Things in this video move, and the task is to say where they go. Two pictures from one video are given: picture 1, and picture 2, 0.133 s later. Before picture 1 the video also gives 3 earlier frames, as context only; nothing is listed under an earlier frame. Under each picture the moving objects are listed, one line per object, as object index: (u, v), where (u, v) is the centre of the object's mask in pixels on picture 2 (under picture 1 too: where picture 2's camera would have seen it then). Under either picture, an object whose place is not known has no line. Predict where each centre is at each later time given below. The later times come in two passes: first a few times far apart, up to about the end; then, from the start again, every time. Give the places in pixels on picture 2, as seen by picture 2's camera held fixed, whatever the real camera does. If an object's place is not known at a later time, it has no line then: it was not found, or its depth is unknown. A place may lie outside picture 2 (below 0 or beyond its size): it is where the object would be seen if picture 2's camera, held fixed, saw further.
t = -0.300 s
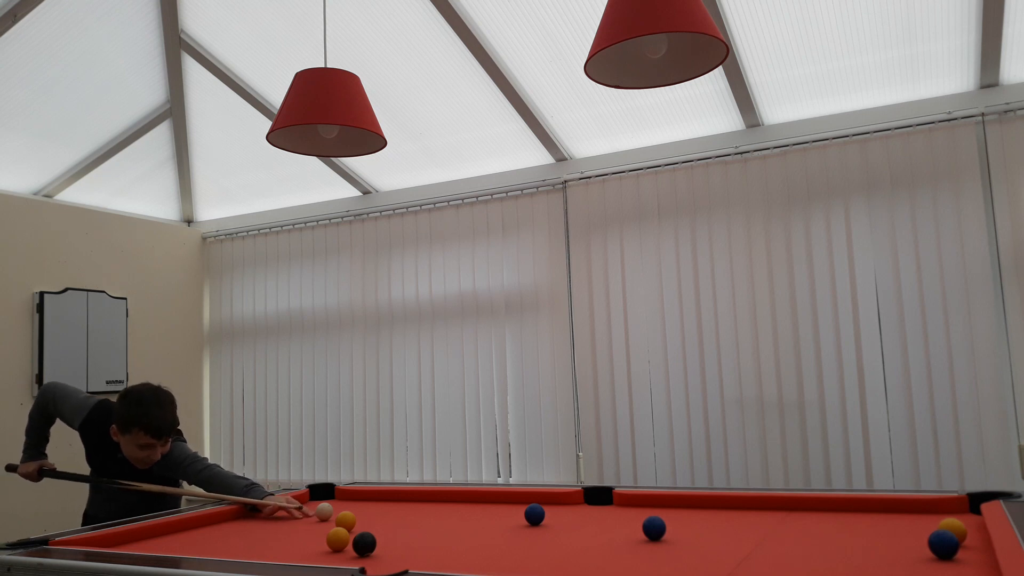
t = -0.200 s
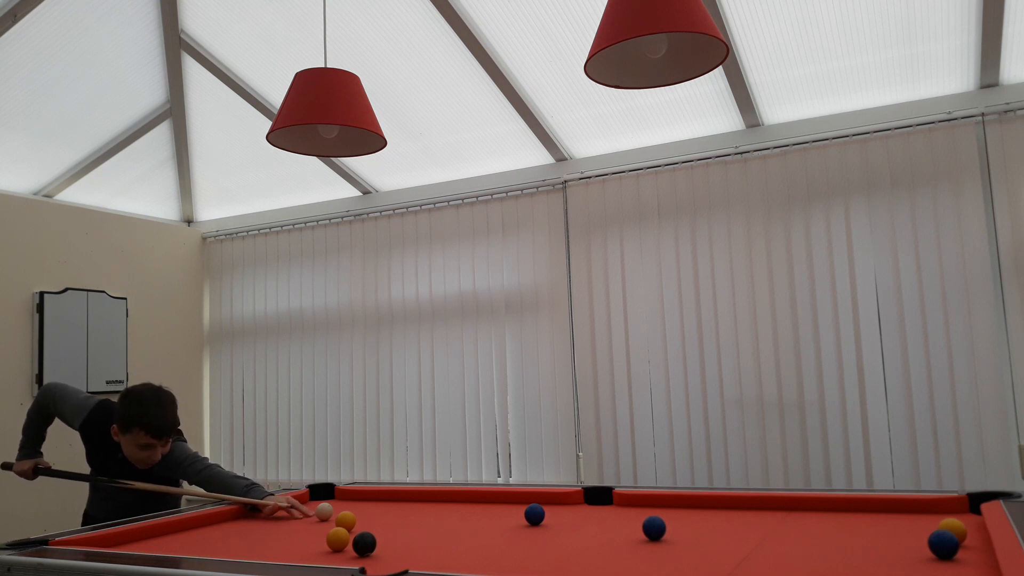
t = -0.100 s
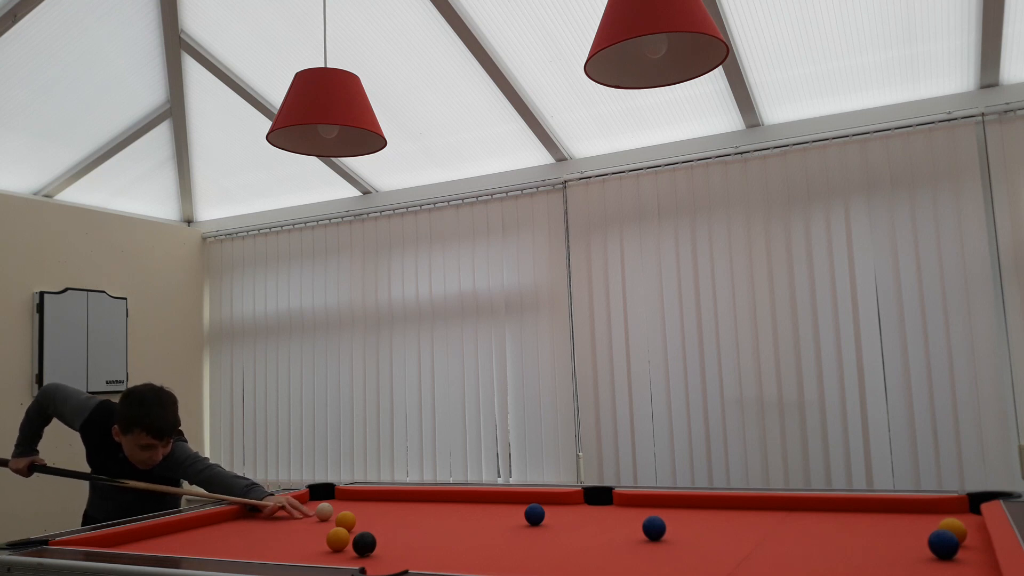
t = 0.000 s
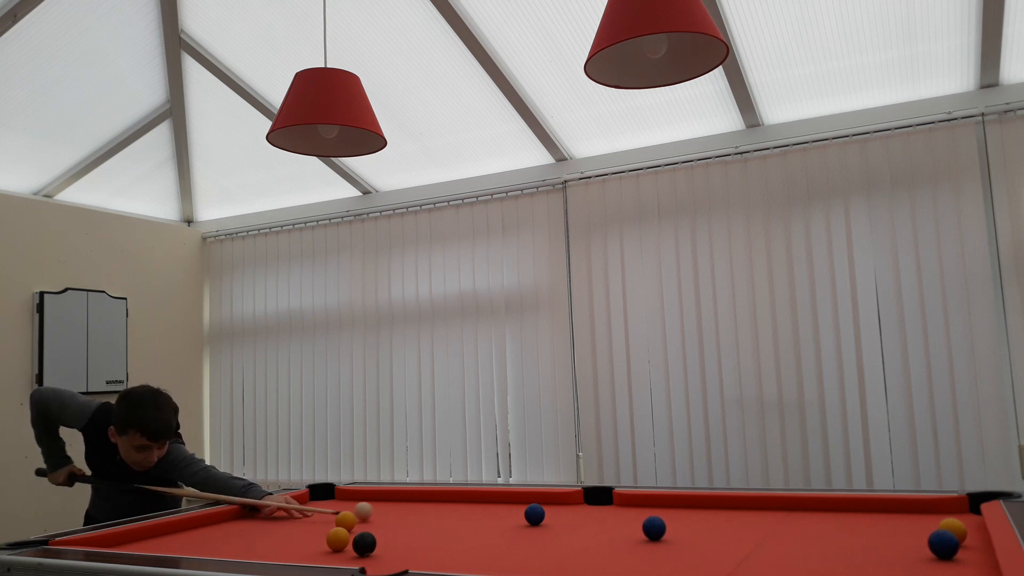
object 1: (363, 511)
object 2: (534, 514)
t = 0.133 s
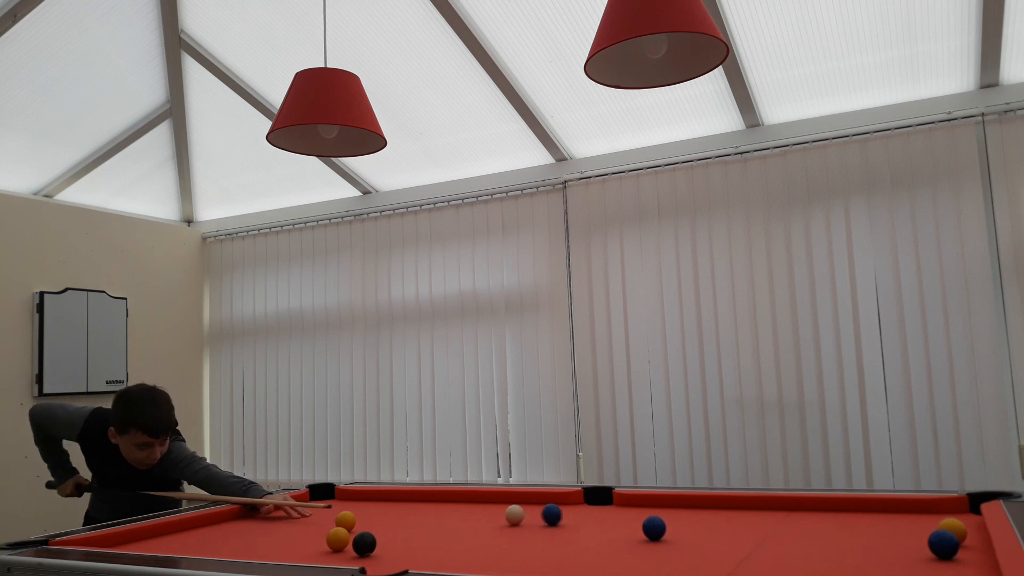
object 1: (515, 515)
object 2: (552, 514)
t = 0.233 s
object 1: (510, 517)
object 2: (670, 515)
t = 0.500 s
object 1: (499, 521)
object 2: (971, 516)
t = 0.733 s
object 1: (491, 525)
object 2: (793, 508)
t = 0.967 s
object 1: (483, 528)
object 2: (668, 501)
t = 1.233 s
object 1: (474, 531)
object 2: (548, 497)
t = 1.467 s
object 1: (466, 534)
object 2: (456, 496)
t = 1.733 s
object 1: (458, 536)
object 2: (363, 495)
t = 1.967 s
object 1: (452, 538)
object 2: (331, 493)
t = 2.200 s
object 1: (447, 539)
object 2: (316, 495)
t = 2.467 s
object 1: (443, 540)
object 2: (317, 496)
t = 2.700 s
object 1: (441, 541)
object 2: (320, 496)
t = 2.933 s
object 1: (441, 541)
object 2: (324, 496)
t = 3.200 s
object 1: (441, 541)
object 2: (326, 497)
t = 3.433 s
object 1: (441, 541)
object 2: (327, 497)
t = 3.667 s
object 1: (441, 541)
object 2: (328, 497)
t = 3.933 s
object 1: (441, 540)
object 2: (328, 497)
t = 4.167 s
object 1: (441, 541)
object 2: (328, 497)
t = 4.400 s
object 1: (441, 540)
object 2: (328, 497)
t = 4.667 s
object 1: (441, 541)
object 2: (328, 497)
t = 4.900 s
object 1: (441, 540)
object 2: (328, 497)
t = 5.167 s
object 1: (441, 540)
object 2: (328, 497)
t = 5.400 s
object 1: (441, 540)
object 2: (328, 497)
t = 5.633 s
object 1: (441, 541)
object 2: (328, 497)
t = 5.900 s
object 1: (441, 541)
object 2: (328, 497)
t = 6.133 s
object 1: (441, 541)
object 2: (328, 497)
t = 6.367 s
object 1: (441, 541)
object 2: (328, 497)
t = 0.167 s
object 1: (512, 515)
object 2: (591, 515)
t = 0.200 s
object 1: (511, 516)
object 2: (630, 515)
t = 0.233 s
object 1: (510, 517)
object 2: (670, 515)
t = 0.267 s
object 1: (508, 517)
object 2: (708, 515)
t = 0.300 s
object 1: (507, 518)
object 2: (747, 515)
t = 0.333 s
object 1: (506, 518)
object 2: (785, 516)
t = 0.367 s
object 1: (504, 519)
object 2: (824, 516)
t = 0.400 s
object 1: (503, 519)
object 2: (861, 516)
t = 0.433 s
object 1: (502, 520)
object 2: (899, 516)
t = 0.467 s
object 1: (500, 520)
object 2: (934, 515)
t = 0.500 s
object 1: (499, 521)
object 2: (971, 516)
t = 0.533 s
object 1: (498, 521)
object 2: (940, 512)
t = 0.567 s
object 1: (497, 522)
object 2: (911, 513)
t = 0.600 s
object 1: (496, 523)
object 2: (883, 512)
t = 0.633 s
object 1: (494, 523)
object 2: (858, 511)
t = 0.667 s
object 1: (493, 524)
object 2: (835, 510)
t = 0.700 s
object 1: (492, 524)
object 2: (814, 509)
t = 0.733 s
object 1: (491, 525)
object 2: (793, 508)
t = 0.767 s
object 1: (490, 525)
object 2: (774, 506)
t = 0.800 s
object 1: (489, 526)
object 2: (755, 506)
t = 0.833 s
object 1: (488, 526)
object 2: (737, 505)
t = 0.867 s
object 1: (487, 527)
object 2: (719, 504)
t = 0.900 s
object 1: (485, 527)
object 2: (701, 503)
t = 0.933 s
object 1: (484, 528)
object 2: (684, 502)
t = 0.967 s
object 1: (483, 528)
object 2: (668, 501)
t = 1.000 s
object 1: (482, 528)
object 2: (652, 500)
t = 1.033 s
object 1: (481, 529)
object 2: (636, 499)
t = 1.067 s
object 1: (480, 529)
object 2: (621, 498)
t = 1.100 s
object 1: (479, 530)
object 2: (606, 498)
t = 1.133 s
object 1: (478, 530)
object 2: (591, 497)
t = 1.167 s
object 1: (476, 531)
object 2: (576, 497)
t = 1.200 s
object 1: (476, 531)
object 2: (562, 497)
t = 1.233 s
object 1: (474, 531)
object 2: (548, 497)
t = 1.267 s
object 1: (473, 532)
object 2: (534, 497)
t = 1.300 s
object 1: (472, 532)
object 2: (521, 497)
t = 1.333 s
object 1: (471, 533)
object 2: (507, 497)
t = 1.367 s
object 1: (470, 533)
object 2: (494, 496)
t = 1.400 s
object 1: (469, 533)
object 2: (481, 496)
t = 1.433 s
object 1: (468, 534)
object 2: (468, 496)
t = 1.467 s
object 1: (466, 534)
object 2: (456, 496)
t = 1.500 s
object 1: (465, 534)
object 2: (443, 495)
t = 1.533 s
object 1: (464, 535)
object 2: (431, 496)
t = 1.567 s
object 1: (463, 535)
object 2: (420, 495)
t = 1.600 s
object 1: (462, 535)
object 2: (408, 495)
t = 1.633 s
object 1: (461, 536)
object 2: (396, 495)
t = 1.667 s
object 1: (460, 536)
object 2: (385, 495)
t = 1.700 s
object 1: (459, 536)
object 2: (374, 495)
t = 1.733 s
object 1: (458, 536)
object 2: (363, 495)
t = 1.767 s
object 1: (457, 536)
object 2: (352, 495)
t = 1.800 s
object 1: (456, 537)
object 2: (341, 494)
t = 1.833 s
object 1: (455, 537)
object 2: (331, 494)
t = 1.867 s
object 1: (454, 538)
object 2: (321, 494)
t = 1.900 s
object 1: (453, 537)
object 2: (317, 493)
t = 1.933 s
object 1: (452, 538)
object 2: (324, 493)
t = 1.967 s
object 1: (452, 538)
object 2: (331, 493)
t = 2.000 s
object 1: (451, 538)
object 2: (328, 492)
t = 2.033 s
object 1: (450, 538)
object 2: (326, 493)
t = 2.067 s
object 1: (449, 539)
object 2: (324, 493)
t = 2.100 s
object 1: (448, 539)
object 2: (322, 494)
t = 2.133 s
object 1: (448, 539)
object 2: (319, 494)
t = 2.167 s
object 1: (447, 539)
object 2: (317, 494)
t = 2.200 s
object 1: (447, 539)
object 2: (316, 495)
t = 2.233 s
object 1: (446, 539)
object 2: (313, 495)
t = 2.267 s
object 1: (446, 540)
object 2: (313, 495)
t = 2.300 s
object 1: (445, 540)
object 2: (314, 495)
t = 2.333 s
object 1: (445, 540)
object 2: (315, 495)
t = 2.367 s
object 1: (444, 540)
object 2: (315, 495)
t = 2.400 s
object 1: (444, 540)
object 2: (316, 495)
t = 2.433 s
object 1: (443, 540)
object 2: (316, 495)
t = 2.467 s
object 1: (443, 540)
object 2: (317, 496)
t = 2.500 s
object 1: (442, 540)
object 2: (317, 495)
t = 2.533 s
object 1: (442, 541)
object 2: (318, 496)
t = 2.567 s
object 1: (442, 540)
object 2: (318, 496)
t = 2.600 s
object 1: (442, 541)
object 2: (319, 496)
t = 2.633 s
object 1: (441, 541)
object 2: (319, 496)
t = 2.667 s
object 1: (441, 541)
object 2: (320, 496)
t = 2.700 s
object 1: (441, 541)
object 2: (320, 496)
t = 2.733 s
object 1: (441, 541)
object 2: (321, 496)
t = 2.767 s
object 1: (441, 541)
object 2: (321, 496)
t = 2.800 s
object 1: (441, 541)
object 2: (322, 496)
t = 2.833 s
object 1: (441, 541)
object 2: (322, 496)
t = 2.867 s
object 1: (441, 541)
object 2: (323, 496)
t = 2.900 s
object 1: (441, 541)
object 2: (323, 496)
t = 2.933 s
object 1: (441, 541)
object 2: (324, 496)
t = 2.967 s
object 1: (441, 541)
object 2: (324, 497)
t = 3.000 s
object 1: (441, 541)
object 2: (324, 496)
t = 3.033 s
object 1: (441, 541)
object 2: (325, 496)
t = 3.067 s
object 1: (441, 541)
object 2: (325, 497)
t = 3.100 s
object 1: (441, 541)
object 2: (326, 497)
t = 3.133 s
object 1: (441, 541)
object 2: (326, 496)
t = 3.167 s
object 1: (441, 541)
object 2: (326, 496)
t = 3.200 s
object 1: (441, 541)
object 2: (326, 497)
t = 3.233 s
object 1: (441, 541)
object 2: (327, 496)
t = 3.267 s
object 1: (441, 541)
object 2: (327, 497)
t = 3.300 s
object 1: (441, 541)
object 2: (327, 497)
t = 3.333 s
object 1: (441, 541)
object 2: (327, 497)
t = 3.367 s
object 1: (441, 541)
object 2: (327, 497)
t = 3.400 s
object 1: (441, 541)
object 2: (327, 497)
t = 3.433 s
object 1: (441, 541)
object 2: (327, 497)
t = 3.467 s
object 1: (441, 541)
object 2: (327, 497)
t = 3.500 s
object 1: (441, 541)
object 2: (327, 497)
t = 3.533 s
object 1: (441, 541)
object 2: (327, 497)
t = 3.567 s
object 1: (441, 541)
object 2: (327, 497)
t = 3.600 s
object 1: (441, 541)
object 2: (328, 497)
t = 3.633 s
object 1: (441, 541)
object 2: (328, 497)
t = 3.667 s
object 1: (441, 541)
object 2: (328, 497)
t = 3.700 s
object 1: (441, 541)
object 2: (328, 497)
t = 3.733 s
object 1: (441, 541)
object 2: (328, 497)
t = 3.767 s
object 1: (441, 541)
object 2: (328, 497)
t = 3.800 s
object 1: (441, 541)
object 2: (328, 497)
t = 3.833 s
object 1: (441, 541)
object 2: (328, 497)
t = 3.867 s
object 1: (441, 541)
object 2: (327, 497)
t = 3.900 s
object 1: (441, 541)
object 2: (328, 497)
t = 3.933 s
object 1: (441, 540)
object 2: (328, 497)
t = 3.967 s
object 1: (441, 541)
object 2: (328, 497)
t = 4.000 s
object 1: (441, 541)
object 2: (328, 497)
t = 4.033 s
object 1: (441, 541)
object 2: (328, 497)
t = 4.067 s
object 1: (441, 541)
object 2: (328, 497)
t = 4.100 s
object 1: (441, 541)
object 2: (328, 497)
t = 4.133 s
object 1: (441, 541)
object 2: (328, 497)
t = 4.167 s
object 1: (441, 541)
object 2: (328, 497)
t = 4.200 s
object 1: (441, 541)
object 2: (328, 497)
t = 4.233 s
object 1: (441, 540)
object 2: (328, 497)
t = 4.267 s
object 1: (441, 541)
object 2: (328, 497)
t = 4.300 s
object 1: (441, 541)
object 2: (328, 497)
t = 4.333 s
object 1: (441, 541)
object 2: (328, 497)
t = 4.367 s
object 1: (441, 541)
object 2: (328, 497)
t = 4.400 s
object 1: (441, 540)
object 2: (328, 497)
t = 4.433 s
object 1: (441, 540)
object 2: (328, 497)
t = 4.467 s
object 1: (440, 541)
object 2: (328, 497)
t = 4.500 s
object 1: (441, 540)
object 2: (328, 497)
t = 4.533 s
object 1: (440, 540)
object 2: (328, 497)
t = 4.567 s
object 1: (440, 541)
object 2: (328, 497)
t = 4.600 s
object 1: (440, 541)
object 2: (328, 497)
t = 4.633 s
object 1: (441, 541)
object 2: (328, 497)
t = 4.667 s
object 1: (441, 541)
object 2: (328, 497)
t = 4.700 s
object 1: (441, 540)
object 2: (328, 497)
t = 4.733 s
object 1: (441, 541)
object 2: (328, 497)
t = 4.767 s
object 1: (441, 541)
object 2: (328, 497)
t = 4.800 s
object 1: (440, 541)
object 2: (328, 497)
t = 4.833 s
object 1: (441, 541)
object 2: (328, 497)
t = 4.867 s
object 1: (441, 540)
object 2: (328, 497)
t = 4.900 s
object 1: (441, 540)
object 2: (328, 497)
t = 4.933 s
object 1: (441, 540)
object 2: (328, 497)
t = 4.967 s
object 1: (441, 541)
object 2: (328, 497)
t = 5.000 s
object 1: (440, 541)
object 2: (328, 497)
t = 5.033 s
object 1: (441, 540)
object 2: (328, 497)
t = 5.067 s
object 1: (441, 540)
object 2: (328, 497)
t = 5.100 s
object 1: (441, 540)
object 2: (328, 497)
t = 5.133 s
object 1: (441, 541)
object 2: (328, 497)
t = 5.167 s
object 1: (441, 540)
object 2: (328, 497)
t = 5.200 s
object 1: (441, 540)
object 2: (328, 497)
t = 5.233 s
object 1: (441, 540)
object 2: (328, 497)
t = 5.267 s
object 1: (440, 541)
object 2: (328, 497)
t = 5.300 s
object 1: (441, 541)
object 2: (328, 497)
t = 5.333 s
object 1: (440, 541)
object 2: (328, 497)
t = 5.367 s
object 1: (441, 540)
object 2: (328, 497)
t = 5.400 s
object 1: (441, 540)
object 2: (328, 497)
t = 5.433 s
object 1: (441, 540)
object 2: (328, 497)
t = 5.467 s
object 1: (441, 541)
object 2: (328, 497)
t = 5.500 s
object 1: (441, 541)
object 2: (328, 497)
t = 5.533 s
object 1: (441, 540)
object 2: (328, 497)
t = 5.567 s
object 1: (441, 541)
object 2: (328, 497)
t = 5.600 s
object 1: (441, 541)
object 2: (328, 497)
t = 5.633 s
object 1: (441, 541)
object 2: (328, 497)
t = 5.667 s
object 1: (441, 541)
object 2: (327, 497)
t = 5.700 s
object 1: (441, 540)
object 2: (327, 497)
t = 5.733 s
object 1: (441, 540)
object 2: (328, 497)
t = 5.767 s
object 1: (441, 541)
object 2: (328, 497)
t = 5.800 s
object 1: (440, 541)
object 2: (328, 497)
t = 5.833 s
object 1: (440, 541)
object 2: (328, 497)
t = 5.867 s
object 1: (440, 541)
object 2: (328, 497)
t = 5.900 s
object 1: (441, 541)
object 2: (328, 497)
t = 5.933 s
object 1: (441, 541)
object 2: (328, 497)
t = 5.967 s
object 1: (441, 541)
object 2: (328, 497)
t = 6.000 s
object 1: (440, 541)
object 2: (327, 497)
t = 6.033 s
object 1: (440, 541)
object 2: (328, 497)
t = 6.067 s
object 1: (440, 541)
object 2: (328, 497)
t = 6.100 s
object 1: (441, 541)
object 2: (328, 497)
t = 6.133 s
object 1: (441, 541)
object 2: (328, 497)
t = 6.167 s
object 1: (441, 541)
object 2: (328, 497)
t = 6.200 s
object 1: (441, 540)
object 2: (328, 497)
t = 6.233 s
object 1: (440, 541)
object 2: (328, 497)
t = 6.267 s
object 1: (440, 541)
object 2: (328, 497)
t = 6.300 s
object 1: (440, 541)
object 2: (328, 497)
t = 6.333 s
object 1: (441, 541)
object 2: (328, 497)
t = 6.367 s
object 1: (441, 541)
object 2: (328, 497)
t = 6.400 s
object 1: (440, 541)
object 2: (328, 497)
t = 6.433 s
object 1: (441, 541)
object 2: (328, 497)
